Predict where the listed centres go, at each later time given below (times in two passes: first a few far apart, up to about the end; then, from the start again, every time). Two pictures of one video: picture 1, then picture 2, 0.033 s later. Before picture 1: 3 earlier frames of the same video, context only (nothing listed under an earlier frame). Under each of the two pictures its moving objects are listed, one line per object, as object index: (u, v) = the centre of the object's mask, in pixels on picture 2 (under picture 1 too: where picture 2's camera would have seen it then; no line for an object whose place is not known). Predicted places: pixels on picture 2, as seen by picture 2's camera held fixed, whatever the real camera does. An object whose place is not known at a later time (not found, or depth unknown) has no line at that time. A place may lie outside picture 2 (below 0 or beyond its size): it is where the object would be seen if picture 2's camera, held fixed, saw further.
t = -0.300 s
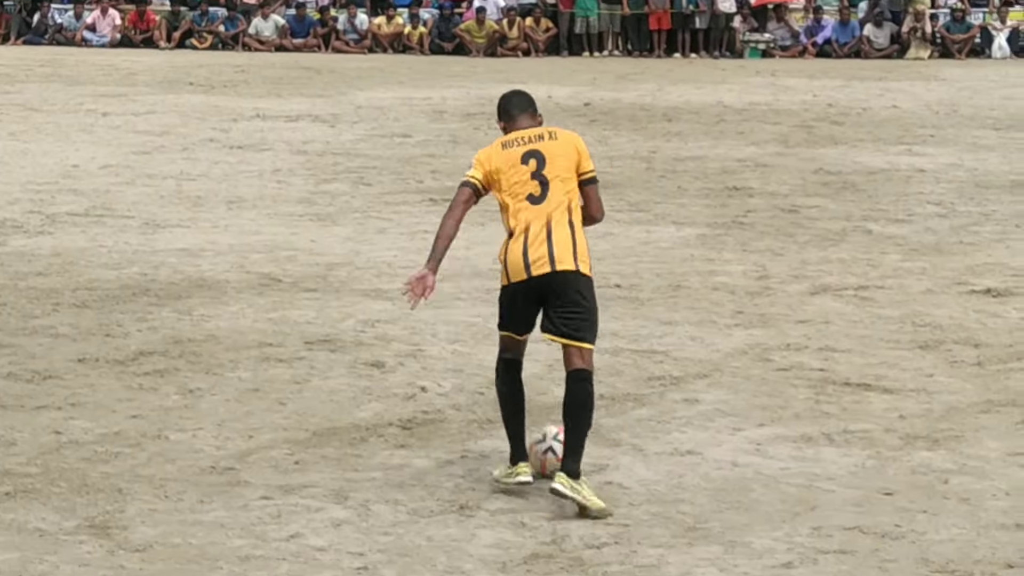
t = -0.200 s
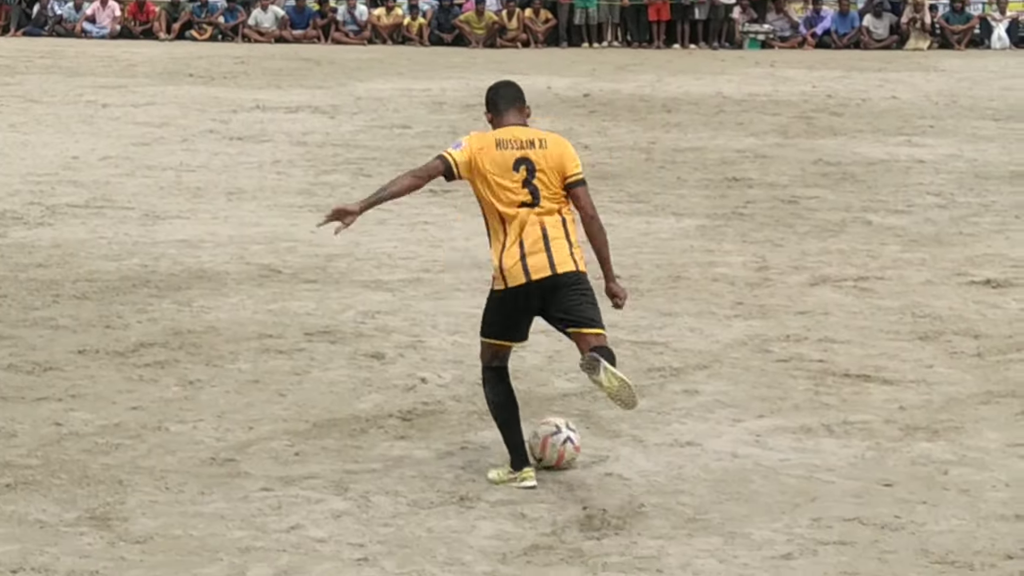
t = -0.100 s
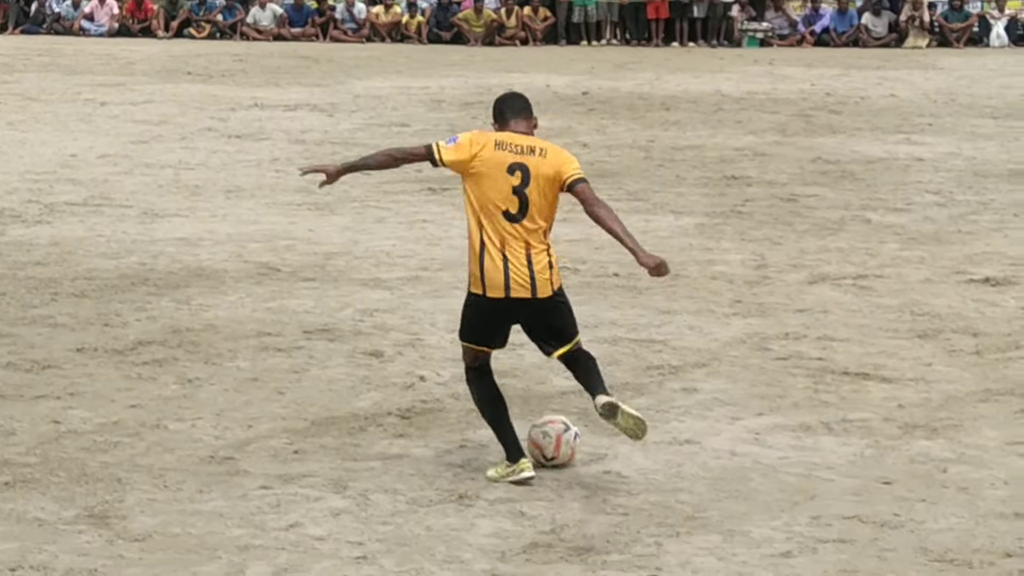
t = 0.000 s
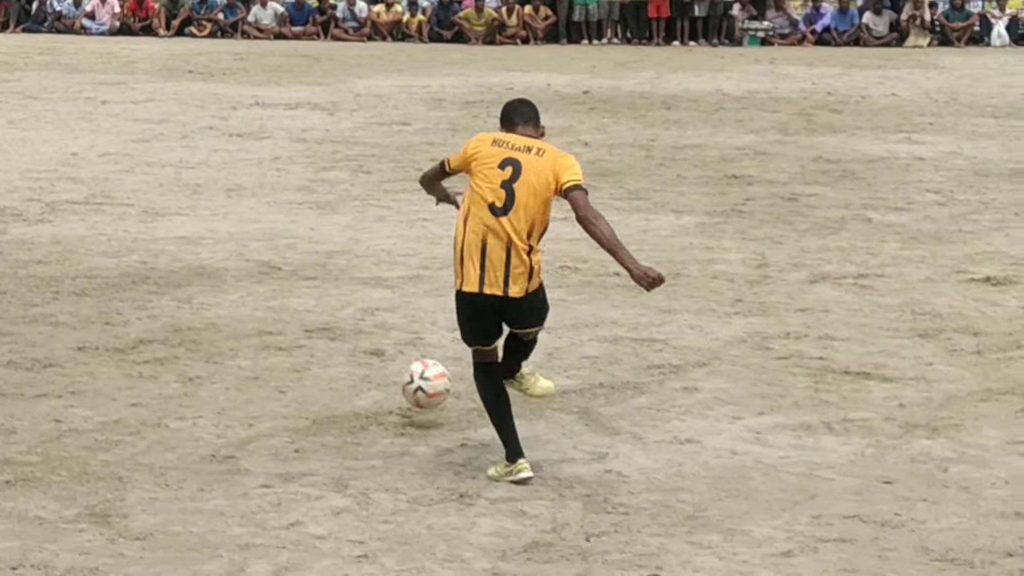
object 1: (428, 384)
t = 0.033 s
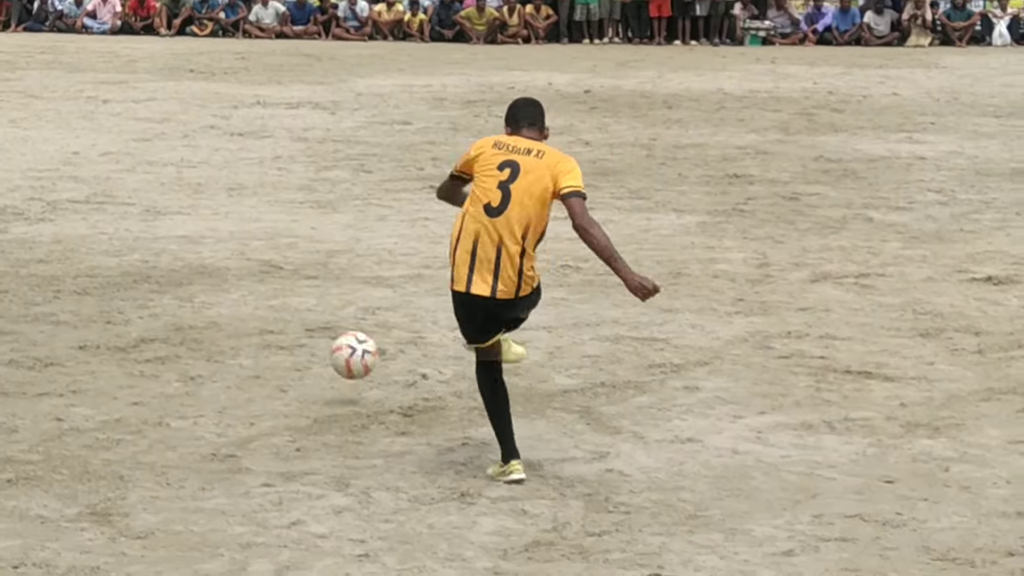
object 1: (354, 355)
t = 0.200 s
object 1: (53, 281)
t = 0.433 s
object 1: (-253, 214)
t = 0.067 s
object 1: (286, 333)
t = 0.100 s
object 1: (223, 315)
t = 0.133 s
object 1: (163, 300)
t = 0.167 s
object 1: (106, 289)
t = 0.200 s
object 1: (53, 281)
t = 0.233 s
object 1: (0, 276)
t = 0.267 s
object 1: (-52, 274)
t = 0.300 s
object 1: (-96, 264)
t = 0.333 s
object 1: (-137, 247)
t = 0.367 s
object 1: (-177, 234)
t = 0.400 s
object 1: (-217, 223)
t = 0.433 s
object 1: (-253, 214)
